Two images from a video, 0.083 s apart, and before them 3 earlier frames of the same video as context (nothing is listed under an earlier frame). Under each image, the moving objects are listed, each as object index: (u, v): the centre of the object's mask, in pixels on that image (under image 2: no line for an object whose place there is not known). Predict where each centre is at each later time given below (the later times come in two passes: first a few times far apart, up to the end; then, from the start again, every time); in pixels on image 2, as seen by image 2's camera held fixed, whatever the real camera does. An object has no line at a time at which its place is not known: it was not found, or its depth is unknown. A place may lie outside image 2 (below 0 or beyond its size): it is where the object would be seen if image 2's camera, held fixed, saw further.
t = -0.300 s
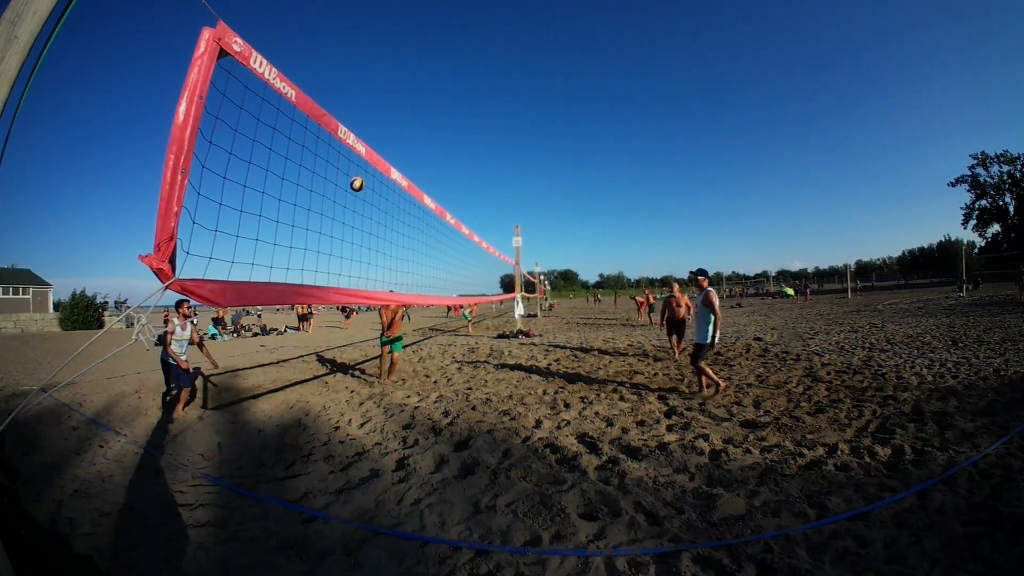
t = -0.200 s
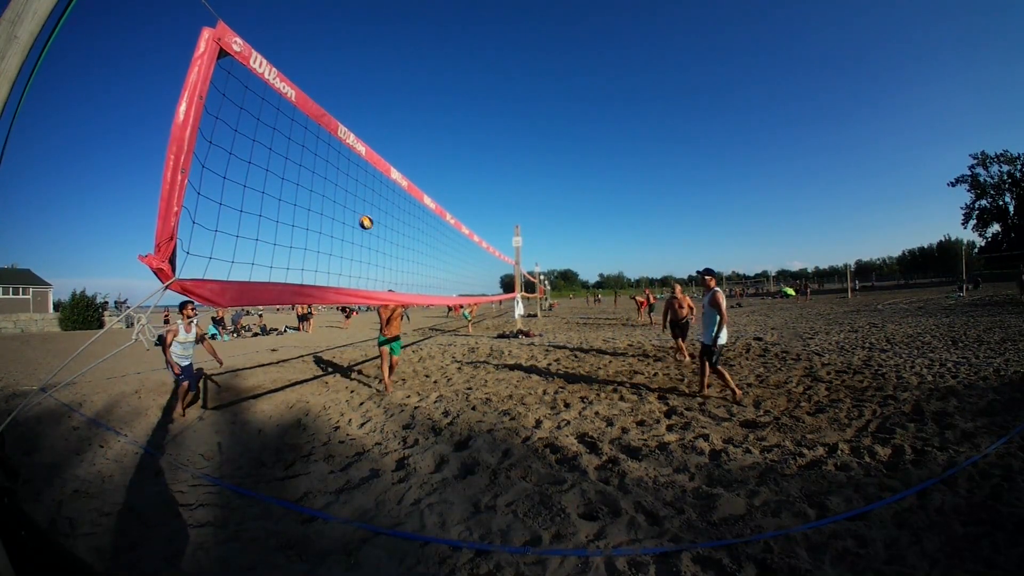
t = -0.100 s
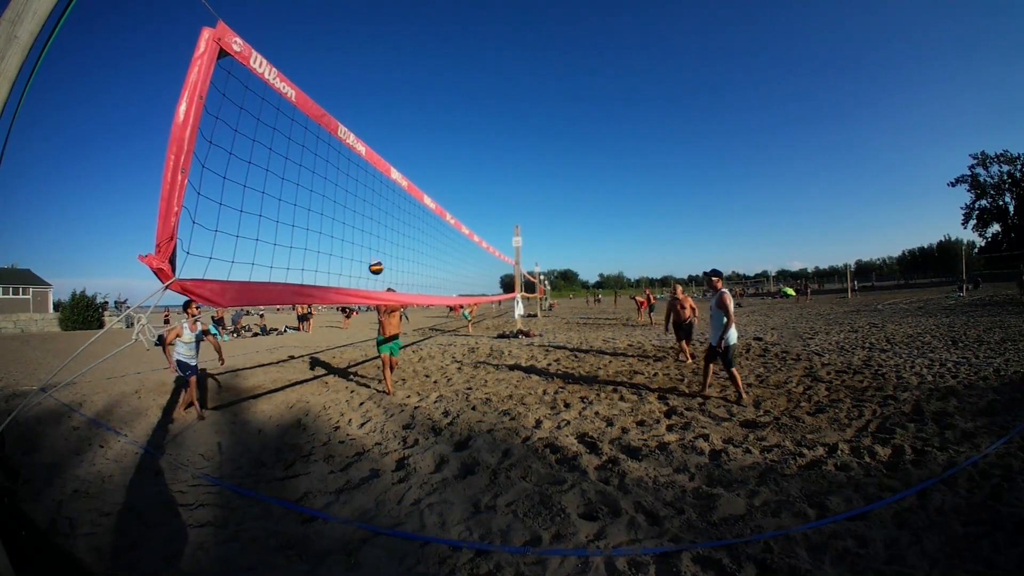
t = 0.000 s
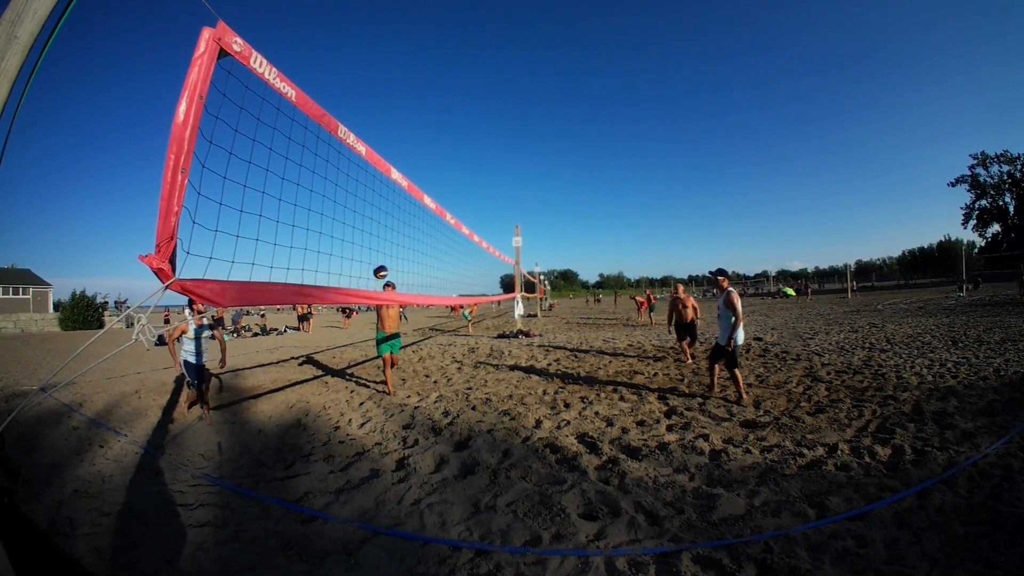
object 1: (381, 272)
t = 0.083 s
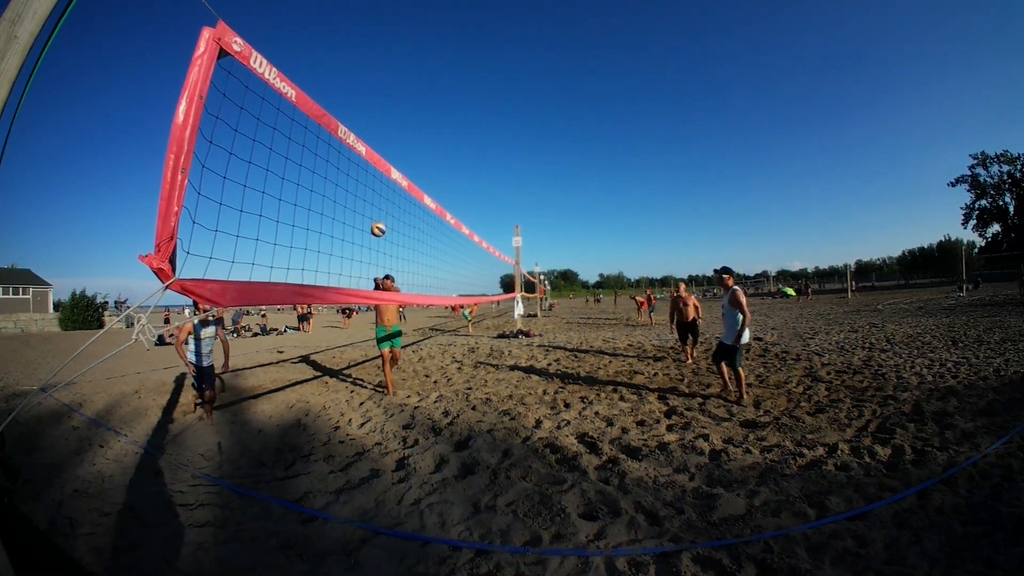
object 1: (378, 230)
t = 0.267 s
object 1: (377, 150)
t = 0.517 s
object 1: (374, 84)
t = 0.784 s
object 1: (373, 53)
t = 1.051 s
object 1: (365, 67)
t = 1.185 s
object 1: (359, 95)
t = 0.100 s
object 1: (378, 221)
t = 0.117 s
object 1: (378, 214)
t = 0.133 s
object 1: (377, 206)
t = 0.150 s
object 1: (377, 199)
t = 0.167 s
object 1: (376, 191)
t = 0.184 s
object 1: (376, 185)
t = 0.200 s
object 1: (376, 178)
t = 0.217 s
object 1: (375, 173)
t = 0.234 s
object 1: (373, 168)
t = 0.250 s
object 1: (379, 154)
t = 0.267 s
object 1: (377, 150)
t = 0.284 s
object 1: (376, 145)
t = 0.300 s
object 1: (375, 141)
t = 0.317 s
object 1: (375, 135)
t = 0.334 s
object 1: (375, 130)
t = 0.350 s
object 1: (375, 125)
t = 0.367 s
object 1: (375, 120)
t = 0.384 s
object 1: (375, 115)
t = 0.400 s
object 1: (375, 110)
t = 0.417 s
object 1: (374, 106)
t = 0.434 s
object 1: (374, 102)
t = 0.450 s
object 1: (375, 98)
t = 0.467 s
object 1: (375, 94)
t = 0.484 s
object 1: (374, 90)
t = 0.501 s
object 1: (374, 87)
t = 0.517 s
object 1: (374, 84)
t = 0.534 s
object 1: (374, 80)
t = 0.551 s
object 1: (374, 77)
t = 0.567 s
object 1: (374, 75)
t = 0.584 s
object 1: (374, 72)
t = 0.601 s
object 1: (374, 70)
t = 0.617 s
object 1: (374, 68)
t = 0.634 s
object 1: (374, 65)
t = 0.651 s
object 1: (374, 64)
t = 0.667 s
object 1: (374, 62)
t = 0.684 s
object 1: (374, 60)
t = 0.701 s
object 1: (373, 58)
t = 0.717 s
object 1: (373, 57)
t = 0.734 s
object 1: (373, 56)
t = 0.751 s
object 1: (373, 55)
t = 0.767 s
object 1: (373, 54)
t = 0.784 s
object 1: (373, 53)
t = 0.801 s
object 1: (372, 53)
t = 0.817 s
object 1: (372, 53)
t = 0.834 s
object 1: (372, 52)
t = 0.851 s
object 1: (371, 52)
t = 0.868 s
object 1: (371, 53)
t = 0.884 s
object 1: (371, 53)
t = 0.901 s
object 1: (370, 53)
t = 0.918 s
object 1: (370, 54)
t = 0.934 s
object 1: (369, 55)
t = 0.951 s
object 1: (369, 56)
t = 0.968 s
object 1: (368, 57)
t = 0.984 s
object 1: (368, 59)
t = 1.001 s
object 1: (367, 61)
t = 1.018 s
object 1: (366, 63)
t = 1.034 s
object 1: (366, 65)
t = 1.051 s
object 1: (365, 67)
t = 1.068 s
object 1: (365, 70)
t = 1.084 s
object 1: (364, 73)
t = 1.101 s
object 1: (363, 76)
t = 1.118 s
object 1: (362, 79)
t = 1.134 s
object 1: (362, 83)
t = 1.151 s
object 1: (361, 86)
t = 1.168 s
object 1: (360, 91)
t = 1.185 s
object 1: (359, 95)
